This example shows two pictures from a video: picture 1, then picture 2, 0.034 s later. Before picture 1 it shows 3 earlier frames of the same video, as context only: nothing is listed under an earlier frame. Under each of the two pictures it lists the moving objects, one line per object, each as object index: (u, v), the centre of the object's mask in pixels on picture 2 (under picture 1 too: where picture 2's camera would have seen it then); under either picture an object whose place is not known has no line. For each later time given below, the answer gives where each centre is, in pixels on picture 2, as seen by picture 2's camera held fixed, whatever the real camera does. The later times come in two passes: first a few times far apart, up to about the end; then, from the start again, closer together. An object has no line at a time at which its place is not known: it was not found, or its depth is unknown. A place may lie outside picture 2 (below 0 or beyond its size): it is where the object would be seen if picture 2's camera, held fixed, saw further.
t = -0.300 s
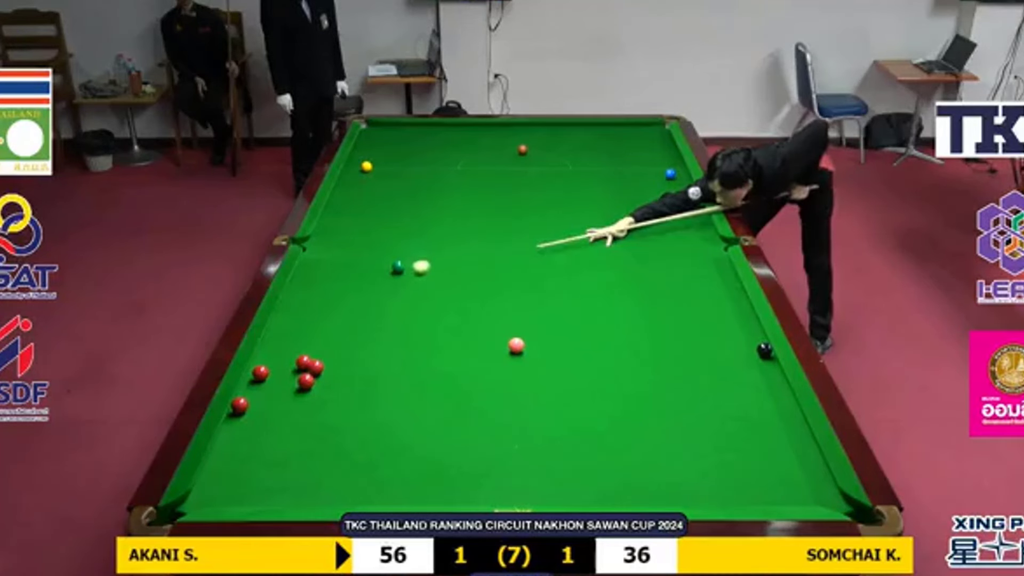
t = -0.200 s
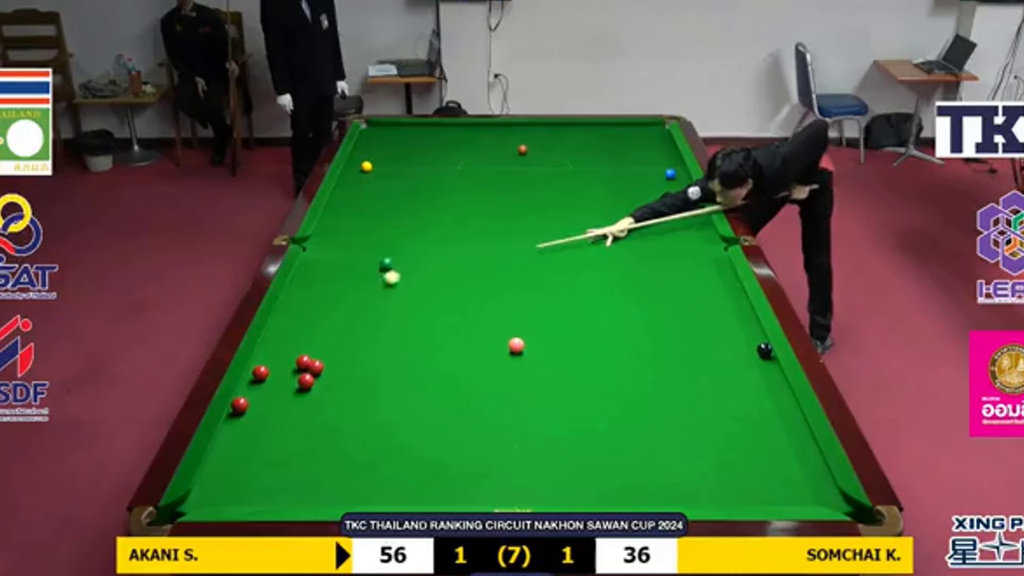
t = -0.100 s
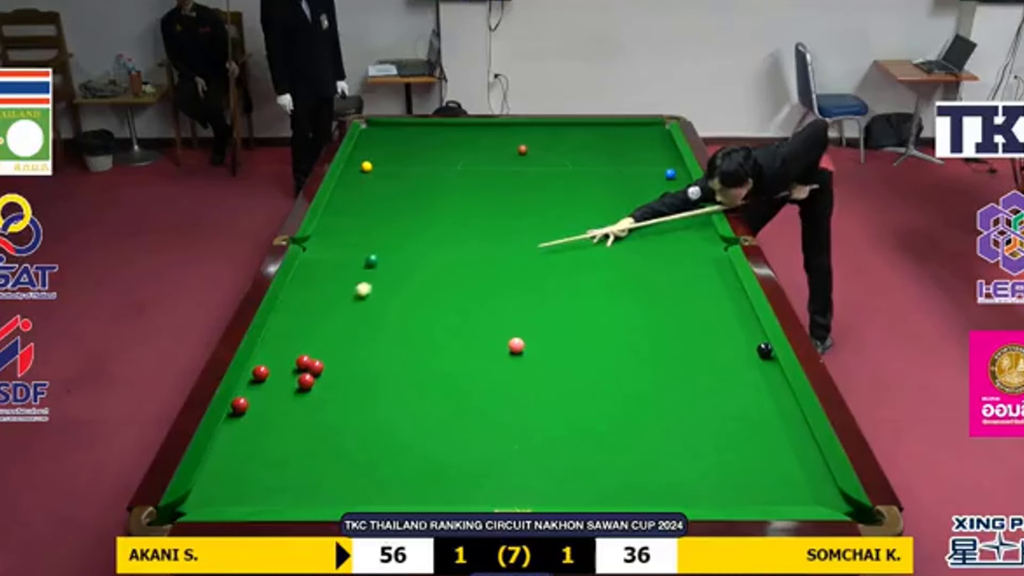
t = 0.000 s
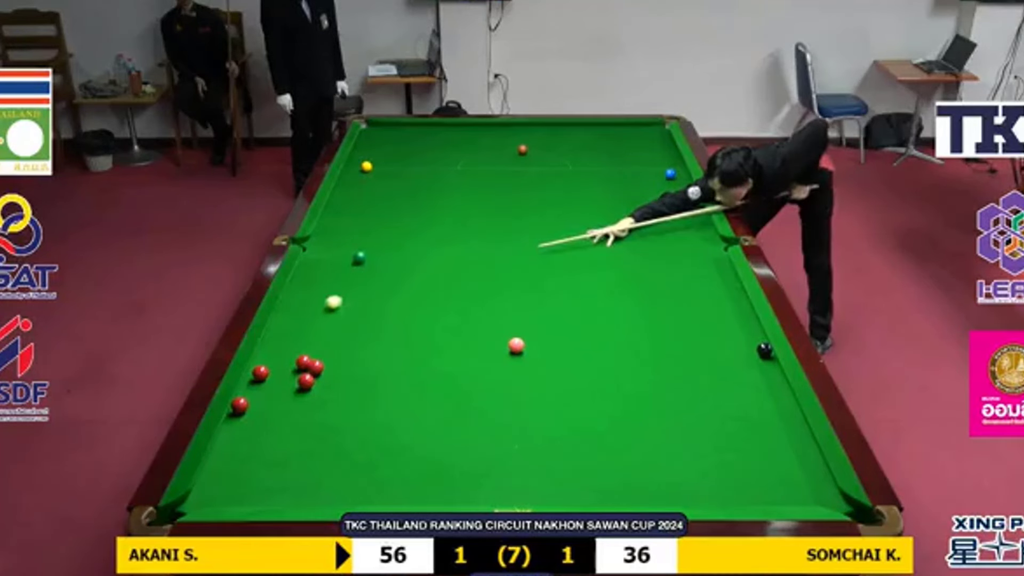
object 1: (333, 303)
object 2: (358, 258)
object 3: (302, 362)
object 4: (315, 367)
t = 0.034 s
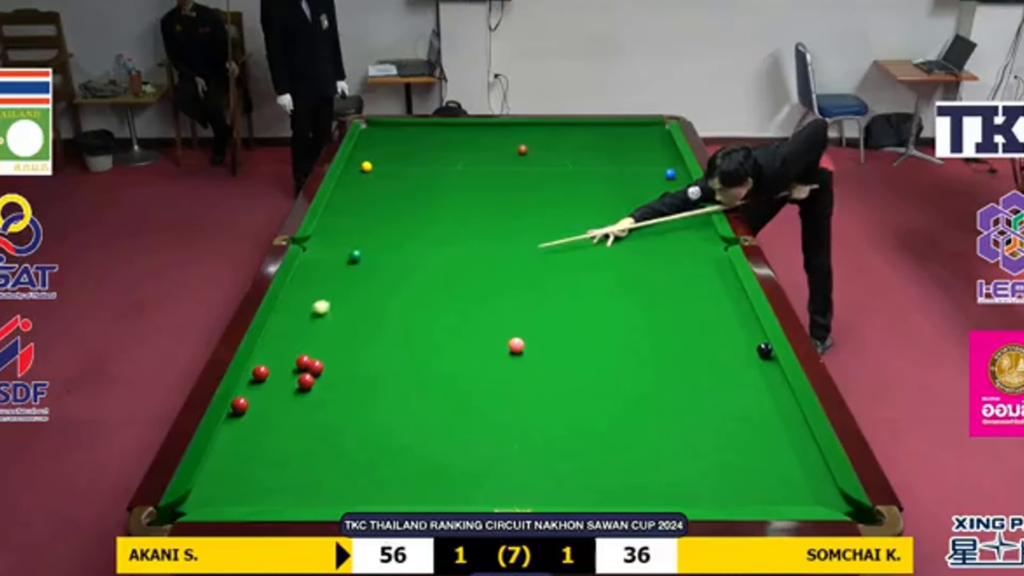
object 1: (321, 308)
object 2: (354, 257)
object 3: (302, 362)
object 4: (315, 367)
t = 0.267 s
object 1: (288, 339)
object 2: (326, 251)
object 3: (302, 362)
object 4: (315, 367)
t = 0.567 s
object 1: (326, 356)
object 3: (290, 372)
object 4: (323, 371)
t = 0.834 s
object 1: (372, 364)
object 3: (263, 390)
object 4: (340, 379)
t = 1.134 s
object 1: (418, 372)
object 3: (249, 397)
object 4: (355, 387)
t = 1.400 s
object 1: (456, 378)
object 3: (243, 399)
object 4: (367, 393)
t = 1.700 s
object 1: (499, 385)
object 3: (241, 401)
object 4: (380, 399)
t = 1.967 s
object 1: (539, 392)
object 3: (241, 401)
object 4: (391, 405)
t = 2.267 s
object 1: (580, 399)
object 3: (241, 401)
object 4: (400, 410)
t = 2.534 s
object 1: (614, 404)
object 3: (241, 401)
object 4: (407, 414)
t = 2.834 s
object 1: (651, 411)
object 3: (241, 401)
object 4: (414, 418)
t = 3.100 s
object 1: (682, 416)
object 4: (418, 421)
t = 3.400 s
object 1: (716, 422)
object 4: (421, 424)
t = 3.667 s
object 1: (745, 426)
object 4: (423, 425)
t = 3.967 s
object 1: (774, 432)
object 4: (423, 426)
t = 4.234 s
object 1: (798, 435)
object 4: (423, 426)
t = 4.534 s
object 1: (796, 439)
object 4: (423, 426)
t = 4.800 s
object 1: (787, 441)
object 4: (423, 426)
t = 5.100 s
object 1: (778, 443)
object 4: (423, 426)
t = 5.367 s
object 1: (772, 444)
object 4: (423, 426)
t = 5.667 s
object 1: (768, 445)
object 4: (423, 426)
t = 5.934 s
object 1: (767, 446)
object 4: (423, 426)
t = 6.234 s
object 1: (767, 446)
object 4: (423, 426)
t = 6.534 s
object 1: (767, 446)
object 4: (423, 426)
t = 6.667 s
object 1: (767, 446)
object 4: (423, 426)
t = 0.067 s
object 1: (308, 313)
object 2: (349, 256)
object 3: (302, 362)
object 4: (315, 367)
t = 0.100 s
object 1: (302, 316)
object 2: (347, 256)
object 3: (302, 362)
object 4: (315, 367)
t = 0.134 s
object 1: (289, 321)
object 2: (342, 254)
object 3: (302, 362)
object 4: (315, 367)
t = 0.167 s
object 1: (276, 327)
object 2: (338, 254)
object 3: (302, 362)
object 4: (315, 367)
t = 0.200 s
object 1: (275, 329)
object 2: (335, 253)
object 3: (302, 362)
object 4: (315, 367)
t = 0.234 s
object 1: (283, 334)
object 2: (331, 252)
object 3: (302, 362)
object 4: (315, 367)
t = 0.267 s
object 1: (288, 339)
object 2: (326, 251)
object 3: (302, 362)
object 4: (315, 367)
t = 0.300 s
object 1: (291, 341)
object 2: (324, 250)
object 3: (302, 362)
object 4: (315, 367)
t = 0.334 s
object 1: (297, 345)
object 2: (320, 249)
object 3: (302, 362)
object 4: (315, 367)
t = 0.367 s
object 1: (301, 348)
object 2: (315, 248)
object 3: (302, 362)
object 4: (315, 367)
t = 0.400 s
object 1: (304, 350)
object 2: (313, 247)
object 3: (302, 362)
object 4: (315, 367)
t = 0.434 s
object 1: (307, 352)
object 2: (310, 247)
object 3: (302, 362)
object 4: (316, 367)
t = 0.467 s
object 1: (313, 354)
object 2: (307, 246)
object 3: (298, 367)
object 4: (318, 368)
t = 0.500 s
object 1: (317, 354)
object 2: (306, 245)
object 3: (296, 368)
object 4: (319, 369)
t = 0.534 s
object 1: (323, 355)
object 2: (304, 245)
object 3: (292, 371)
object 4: (322, 370)
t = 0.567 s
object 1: (326, 356)
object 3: (290, 372)
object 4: (323, 371)
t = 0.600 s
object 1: (329, 356)
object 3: (289, 373)
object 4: (324, 371)
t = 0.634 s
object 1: (338, 358)
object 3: (283, 376)
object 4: (328, 373)
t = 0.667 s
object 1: (344, 359)
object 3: (280, 379)
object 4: (330, 374)
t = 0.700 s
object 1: (347, 360)
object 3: (278, 381)
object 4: (332, 374)
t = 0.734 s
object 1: (354, 361)
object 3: (274, 383)
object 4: (333, 375)
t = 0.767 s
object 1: (359, 362)
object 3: (270, 385)
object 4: (336, 377)
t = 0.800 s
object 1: (366, 363)
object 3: (267, 388)
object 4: (337, 378)
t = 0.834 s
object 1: (372, 364)
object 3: (263, 390)
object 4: (340, 379)
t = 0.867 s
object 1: (378, 365)
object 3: (260, 392)
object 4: (341, 380)
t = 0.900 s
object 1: (381, 365)
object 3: (258, 392)
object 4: (342, 380)
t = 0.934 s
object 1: (387, 367)
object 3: (254, 395)
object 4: (345, 381)
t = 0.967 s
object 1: (393, 368)
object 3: (252, 397)
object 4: (347, 382)
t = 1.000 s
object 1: (397, 368)
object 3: (252, 397)
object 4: (348, 383)
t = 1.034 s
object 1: (402, 369)
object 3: (251, 397)
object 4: (350, 384)
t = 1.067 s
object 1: (409, 370)
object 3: (250, 397)
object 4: (352, 385)
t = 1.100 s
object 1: (412, 371)
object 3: (250, 397)
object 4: (353, 386)
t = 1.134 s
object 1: (418, 372)
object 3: (249, 397)
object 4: (355, 387)
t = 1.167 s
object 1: (424, 373)
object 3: (248, 397)
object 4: (357, 387)
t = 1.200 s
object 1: (427, 373)
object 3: (247, 397)
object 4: (358, 388)
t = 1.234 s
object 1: (433, 374)
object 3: (247, 398)
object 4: (360, 389)
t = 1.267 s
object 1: (439, 375)
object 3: (246, 398)
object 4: (362, 390)
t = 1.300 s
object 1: (441, 375)
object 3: (246, 398)
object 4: (362, 390)
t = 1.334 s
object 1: (448, 377)
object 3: (245, 399)
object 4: (365, 391)
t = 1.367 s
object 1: (453, 377)
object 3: (244, 399)
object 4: (366, 392)
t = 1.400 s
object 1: (456, 378)
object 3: (243, 399)
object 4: (367, 393)
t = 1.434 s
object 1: (462, 379)
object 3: (243, 400)
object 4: (369, 393)
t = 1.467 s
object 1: (468, 380)
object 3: (243, 400)
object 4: (371, 394)
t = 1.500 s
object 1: (471, 381)
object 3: (242, 400)
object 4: (372, 395)
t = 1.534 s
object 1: (477, 382)
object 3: (242, 400)
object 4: (373, 396)
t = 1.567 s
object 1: (482, 383)
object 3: (241, 401)
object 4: (375, 397)
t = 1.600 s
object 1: (485, 383)
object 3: (241, 400)
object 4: (376, 397)
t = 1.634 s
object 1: (491, 384)
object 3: (241, 401)
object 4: (378, 398)
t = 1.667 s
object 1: (497, 385)
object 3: (241, 401)
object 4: (379, 399)
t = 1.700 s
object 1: (499, 385)
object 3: (241, 401)
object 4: (380, 399)
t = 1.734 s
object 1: (505, 387)
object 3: (241, 401)
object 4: (382, 400)
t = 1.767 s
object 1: (511, 388)
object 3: (241, 401)
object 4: (383, 401)
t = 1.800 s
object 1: (514, 388)
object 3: (241, 401)
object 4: (384, 401)
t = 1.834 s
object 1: (520, 389)
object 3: (241, 401)
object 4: (385, 402)
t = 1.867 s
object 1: (525, 390)
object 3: (241, 401)
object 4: (387, 403)
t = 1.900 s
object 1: (528, 391)
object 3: (241, 401)
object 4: (388, 403)
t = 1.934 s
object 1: (534, 391)
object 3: (241, 401)
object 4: (389, 404)
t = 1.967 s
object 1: (539, 392)
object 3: (241, 401)
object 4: (391, 405)
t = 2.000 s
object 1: (542, 393)
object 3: (241, 401)
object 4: (391, 405)
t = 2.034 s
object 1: (548, 393)
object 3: (241, 401)
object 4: (392, 406)
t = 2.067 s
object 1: (553, 394)
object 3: (241, 401)
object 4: (394, 407)
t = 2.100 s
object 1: (555, 395)
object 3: (241, 401)
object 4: (395, 407)
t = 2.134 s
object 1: (561, 396)
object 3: (241, 401)
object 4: (396, 408)
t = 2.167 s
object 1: (566, 397)
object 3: (241, 401)
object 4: (397, 409)
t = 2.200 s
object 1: (569, 397)
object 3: (241, 401)
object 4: (398, 409)
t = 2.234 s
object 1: (575, 398)
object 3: (241, 401)
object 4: (399, 409)
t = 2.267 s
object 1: (580, 399)
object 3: (241, 401)
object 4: (400, 410)
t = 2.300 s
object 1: (583, 399)
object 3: (241, 401)
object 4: (401, 410)
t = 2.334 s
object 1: (588, 400)
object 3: (241, 401)
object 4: (402, 411)
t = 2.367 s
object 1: (593, 401)
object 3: (241, 401)
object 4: (403, 412)
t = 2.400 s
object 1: (596, 401)
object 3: (241, 401)
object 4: (403, 412)
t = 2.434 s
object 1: (601, 402)
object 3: (241, 401)
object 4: (405, 413)
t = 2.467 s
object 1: (606, 403)
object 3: (241, 401)
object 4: (406, 413)
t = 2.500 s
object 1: (609, 403)
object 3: (241, 401)
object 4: (406, 414)
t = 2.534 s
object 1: (614, 404)
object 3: (241, 401)
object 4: (407, 414)
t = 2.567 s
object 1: (619, 405)
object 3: (241, 401)
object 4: (408, 415)
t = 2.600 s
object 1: (621, 406)
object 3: (241, 401)
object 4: (409, 415)
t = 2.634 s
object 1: (627, 407)
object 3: (241, 401)
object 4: (410, 416)
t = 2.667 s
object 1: (632, 407)
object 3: (241, 401)
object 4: (411, 416)
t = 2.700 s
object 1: (634, 408)
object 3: (241, 401)
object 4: (411, 416)
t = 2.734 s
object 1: (639, 409)
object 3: (241, 401)
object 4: (412, 417)
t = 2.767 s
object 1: (644, 409)
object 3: (241, 401)
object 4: (413, 418)
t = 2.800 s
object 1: (646, 410)
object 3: (241, 401)
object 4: (413, 418)
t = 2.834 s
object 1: (651, 411)
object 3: (241, 401)
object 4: (414, 418)
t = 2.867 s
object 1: (656, 412)
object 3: (241, 401)
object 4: (415, 418)
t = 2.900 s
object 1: (659, 412)
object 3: (241, 401)
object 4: (415, 419)
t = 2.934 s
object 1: (663, 413)
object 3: (241, 401)
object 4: (416, 419)
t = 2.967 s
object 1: (668, 413)
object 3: (241, 401)
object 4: (416, 419)
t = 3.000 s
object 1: (671, 414)
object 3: (241, 401)
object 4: (417, 420)
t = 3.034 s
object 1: (676, 415)
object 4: (417, 420)
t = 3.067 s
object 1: (680, 415)
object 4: (418, 421)
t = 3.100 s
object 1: (682, 416)
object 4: (418, 421)
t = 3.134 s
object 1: (687, 417)
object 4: (419, 421)
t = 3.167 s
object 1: (692, 417)
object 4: (419, 422)
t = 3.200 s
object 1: (694, 418)
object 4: (420, 422)
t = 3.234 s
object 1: (698, 418)
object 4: (420, 422)
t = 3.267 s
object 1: (703, 419)
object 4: (420, 423)
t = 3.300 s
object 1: (705, 420)
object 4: (421, 423)
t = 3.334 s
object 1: (710, 421)
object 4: (421, 423)
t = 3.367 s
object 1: (714, 422)
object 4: (421, 424)
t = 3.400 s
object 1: (716, 422)
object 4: (421, 424)
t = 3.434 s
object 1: (720, 423)
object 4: (422, 424)
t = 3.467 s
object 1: (725, 423)
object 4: (422, 424)
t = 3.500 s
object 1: (727, 424)
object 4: (422, 424)
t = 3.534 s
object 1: (731, 424)
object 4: (422, 424)
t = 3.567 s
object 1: (735, 425)
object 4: (423, 425)
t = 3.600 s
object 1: (737, 425)
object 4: (423, 425)
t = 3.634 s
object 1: (741, 426)
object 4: (423, 425)
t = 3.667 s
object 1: (745, 426)
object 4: (423, 425)
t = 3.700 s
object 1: (747, 427)
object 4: (423, 425)
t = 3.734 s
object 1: (751, 427)
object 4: (423, 425)
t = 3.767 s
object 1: (755, 428)
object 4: (423, 425)
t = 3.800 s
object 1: (757, 428)
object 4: (423, 425)
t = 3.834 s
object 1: (761, 430)
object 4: (423, 425)
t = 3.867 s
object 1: (765, 430)
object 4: (423, 425)
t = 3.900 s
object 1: (767, 431)
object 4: (423, 425)
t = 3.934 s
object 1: (771, 431)
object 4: (423, 425)
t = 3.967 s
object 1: (774, 432)
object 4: (423, 426)
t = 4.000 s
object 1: (776, 432)
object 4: (423, 426)
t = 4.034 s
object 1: (780, 433)
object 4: (423, 426)
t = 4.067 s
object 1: (783, 433)
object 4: (423, 426)
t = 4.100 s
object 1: (786, 434)
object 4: (423, 426)
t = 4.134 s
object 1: (789, 434)
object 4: (423, 426)
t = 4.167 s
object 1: (793, 435)
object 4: (423, 426)
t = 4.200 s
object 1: (794, 435)
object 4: (423, 426)
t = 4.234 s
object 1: (798, 435)
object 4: (423, 426)
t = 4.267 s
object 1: (801, 436)
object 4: (423, 426)
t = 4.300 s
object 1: (802, 436)
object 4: (423, 426)
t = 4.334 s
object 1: (804, 437)
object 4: (423, 426)
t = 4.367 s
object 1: (802, 437)
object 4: (423, 426)
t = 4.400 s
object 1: (801, 437)
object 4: (423, 426)
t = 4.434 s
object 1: (800, 438)
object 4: (423, 426)
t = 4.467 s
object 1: (798, 438)
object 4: (423, 426)
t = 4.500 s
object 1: (798, 438)
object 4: (423, 426)
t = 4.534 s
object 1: (796, 439)
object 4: (423, 426)
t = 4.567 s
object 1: (794, 439)
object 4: (423, 426)
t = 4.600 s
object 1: (793, 439)
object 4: (423, 426)
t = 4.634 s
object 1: (792, 439)
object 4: (423, 426)
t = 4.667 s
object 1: (791, 440)
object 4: (423, 426)
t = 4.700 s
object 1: (790, 440)
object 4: (423, 426)
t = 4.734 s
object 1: (789, 440)
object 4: (423, 426)
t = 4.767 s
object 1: (787, 441)
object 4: (423, 426)
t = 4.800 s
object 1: (787, 441)
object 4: (423, 426)
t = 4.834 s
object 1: (786, 441)
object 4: (423, 426)
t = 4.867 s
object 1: (784, 441)
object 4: (423, 426)
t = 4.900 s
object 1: (784, 442)
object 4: (423, 426)
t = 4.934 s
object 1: (783, 442)
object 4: (423, 426)
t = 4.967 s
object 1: (782, 442)
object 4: (423, 426)
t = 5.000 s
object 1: (781, 442)
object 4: (423, 426)
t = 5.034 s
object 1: (780, 442)
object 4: (423, 426)
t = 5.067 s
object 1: (779, 443)
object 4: (423, 426)
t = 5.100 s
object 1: (778, 443)
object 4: (423, 426)
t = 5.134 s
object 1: (778, 443)
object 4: (423, 426)
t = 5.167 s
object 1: (776, 443)
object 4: (423, 426)
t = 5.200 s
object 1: (776, 443)
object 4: (423, 426)
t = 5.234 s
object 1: (775, 443)
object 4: (423, 426)
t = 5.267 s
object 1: (774, 444)
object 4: (423, 426)
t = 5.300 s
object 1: (774, 444)
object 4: (423, 426)
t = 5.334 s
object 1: (773, 444)
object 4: (423, 426)
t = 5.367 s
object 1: (772, 444)
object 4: (423, 426)
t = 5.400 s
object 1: (772, 444)
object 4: (423, 426)
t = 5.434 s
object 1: (771, 444)
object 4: (423, 426)
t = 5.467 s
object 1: (771, 444)
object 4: (423, 426)
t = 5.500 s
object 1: (770, 444)
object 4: (423, 426)
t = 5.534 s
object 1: (770, 445)
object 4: (423, 426)
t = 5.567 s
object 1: (769, 445)
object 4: (423, 426)
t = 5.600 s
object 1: (769, 445)
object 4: (423, 426)
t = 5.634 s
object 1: (769, 445)
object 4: (423, 426)
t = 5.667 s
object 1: (768, 445)
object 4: (423, 426)
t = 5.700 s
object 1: (768, 445)
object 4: (423, 426)
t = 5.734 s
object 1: (768, 445)
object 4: (423, 426)
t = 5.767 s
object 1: (767, 446)
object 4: (423, 426)
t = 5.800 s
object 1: (767, 446)
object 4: (423, 426)
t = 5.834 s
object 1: (767, 446)
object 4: (423, 426)
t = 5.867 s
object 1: (767, 446)
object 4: (423, 426)
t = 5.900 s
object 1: (767, 446)
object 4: (423, 426)
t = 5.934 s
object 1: (767, 446)
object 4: (423, 426)
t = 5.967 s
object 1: (767, 446)
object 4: (423, 426)
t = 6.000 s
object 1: (767, 446)
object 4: (423, 426)
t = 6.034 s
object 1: (767, 446)
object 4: (423, 426)
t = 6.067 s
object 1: (767, 446)
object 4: (423, 426)
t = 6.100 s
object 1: (767, 446)
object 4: (423, 426)
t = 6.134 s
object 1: (767, 446)
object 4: (423, 426)
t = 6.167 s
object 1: (767, 446)
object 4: (423, 426)
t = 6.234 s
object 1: (767, 446)
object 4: (423, 426)
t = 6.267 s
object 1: (767, 446)
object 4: (423, 426)
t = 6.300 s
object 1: (767, 446)
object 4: (423, 426)
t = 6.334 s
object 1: (767, 446)
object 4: (423, 426)
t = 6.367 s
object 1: (767, 446)
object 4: (423, 426)
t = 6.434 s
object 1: (767, 446)
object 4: (423, 426)
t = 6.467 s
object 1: (767, 446)
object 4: (423, 426)
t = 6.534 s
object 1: (767, 446)
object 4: (423, 426)
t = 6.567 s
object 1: (767, 446)
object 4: (423, 426)
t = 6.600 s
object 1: (767, 446)
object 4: (423, 426)
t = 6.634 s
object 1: (767, 446)
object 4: (423, 426)
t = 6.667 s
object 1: (767, 446)
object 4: (423, 426)
